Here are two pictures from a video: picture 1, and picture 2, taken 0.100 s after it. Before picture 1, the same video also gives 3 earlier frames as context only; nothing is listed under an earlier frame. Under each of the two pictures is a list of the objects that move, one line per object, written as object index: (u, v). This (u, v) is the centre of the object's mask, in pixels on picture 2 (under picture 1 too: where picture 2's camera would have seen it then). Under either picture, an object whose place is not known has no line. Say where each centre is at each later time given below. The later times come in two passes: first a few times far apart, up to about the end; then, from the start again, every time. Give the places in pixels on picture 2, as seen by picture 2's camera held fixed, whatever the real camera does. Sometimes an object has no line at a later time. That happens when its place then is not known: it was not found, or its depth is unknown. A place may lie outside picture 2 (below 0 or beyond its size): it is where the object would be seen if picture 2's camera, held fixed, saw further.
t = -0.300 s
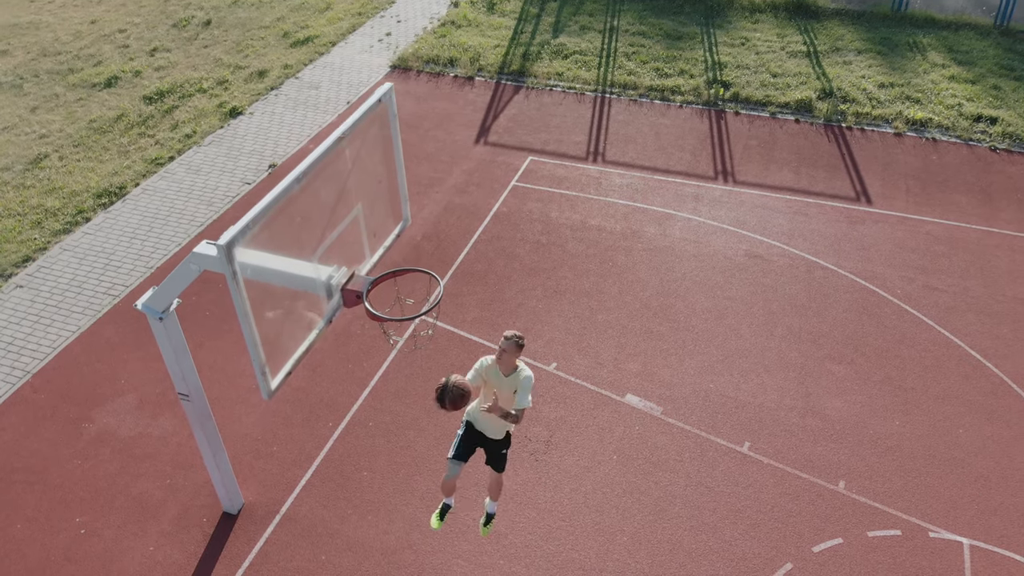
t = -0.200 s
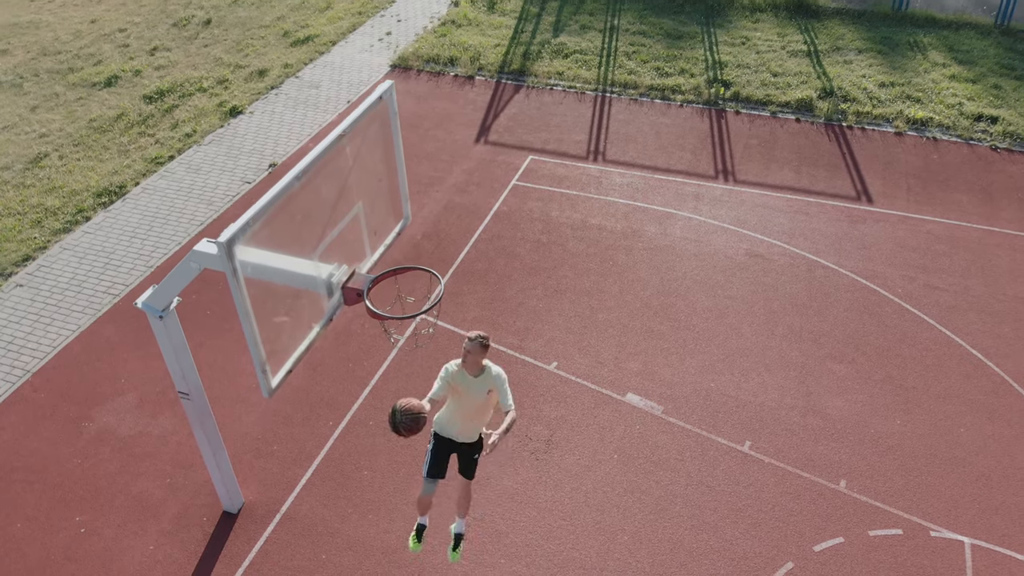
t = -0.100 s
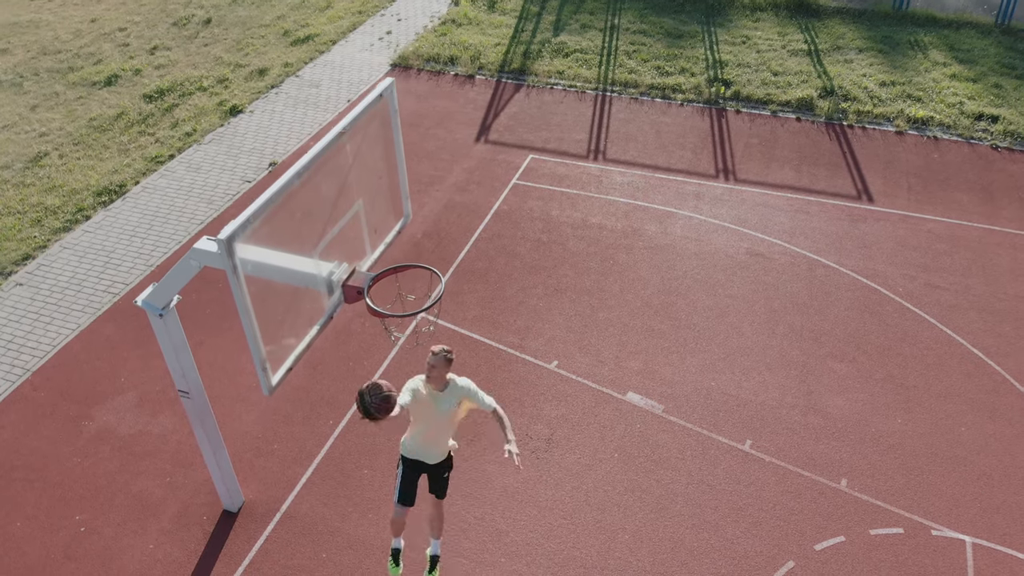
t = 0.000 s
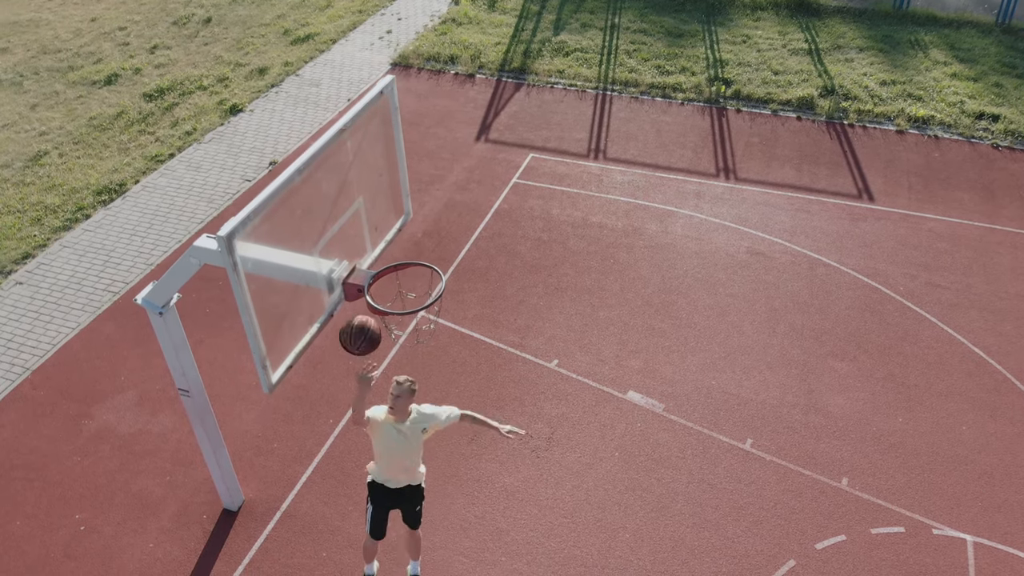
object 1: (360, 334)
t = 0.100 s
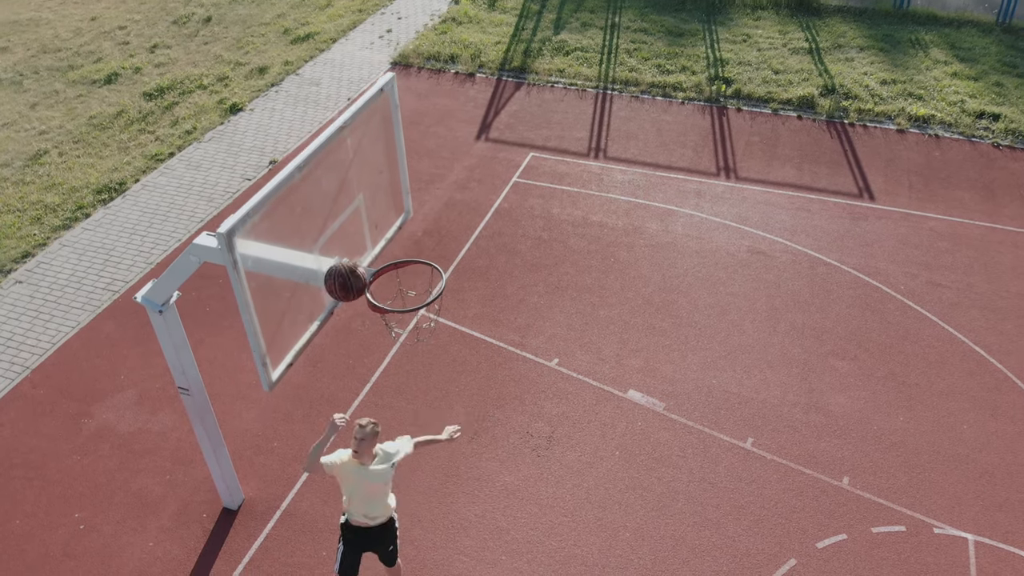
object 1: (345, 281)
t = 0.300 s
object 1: (370, 262)
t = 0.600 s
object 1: (426, 325)
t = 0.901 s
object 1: (472, 441)
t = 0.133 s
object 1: (342, 271)
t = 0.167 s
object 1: (347, 265)
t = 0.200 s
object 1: (353, 262)
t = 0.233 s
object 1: (358, 260)
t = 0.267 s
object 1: (364, 260)
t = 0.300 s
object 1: (370, 262)
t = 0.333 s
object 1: (377, 265)
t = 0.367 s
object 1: (383, 269)
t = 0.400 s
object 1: (389, 274)
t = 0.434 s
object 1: (396, 281)
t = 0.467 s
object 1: (403, 288)
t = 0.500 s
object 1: (409, 297)
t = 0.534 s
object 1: (417, 309)
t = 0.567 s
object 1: (422, 318)
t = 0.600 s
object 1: (426, 325)
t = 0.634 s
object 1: (431, 334)
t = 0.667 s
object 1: (436, 345)
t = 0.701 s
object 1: (441, 357)
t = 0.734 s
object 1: (447, 369)
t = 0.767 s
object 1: (452, 383)
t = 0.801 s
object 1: (457, 396)
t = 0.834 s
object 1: (462, 410)
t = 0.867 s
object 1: (467, 425)
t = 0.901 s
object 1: (472, 441)
